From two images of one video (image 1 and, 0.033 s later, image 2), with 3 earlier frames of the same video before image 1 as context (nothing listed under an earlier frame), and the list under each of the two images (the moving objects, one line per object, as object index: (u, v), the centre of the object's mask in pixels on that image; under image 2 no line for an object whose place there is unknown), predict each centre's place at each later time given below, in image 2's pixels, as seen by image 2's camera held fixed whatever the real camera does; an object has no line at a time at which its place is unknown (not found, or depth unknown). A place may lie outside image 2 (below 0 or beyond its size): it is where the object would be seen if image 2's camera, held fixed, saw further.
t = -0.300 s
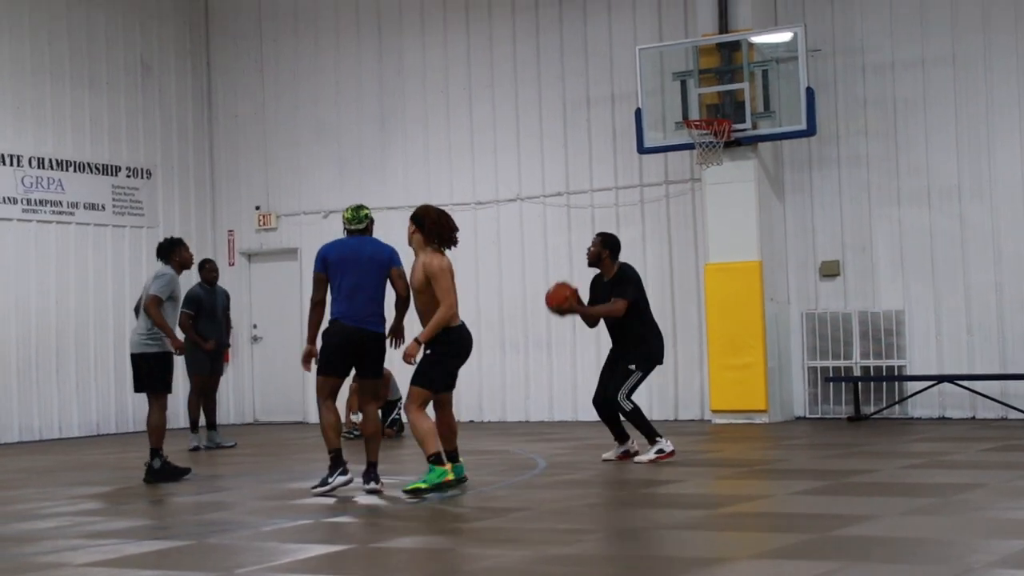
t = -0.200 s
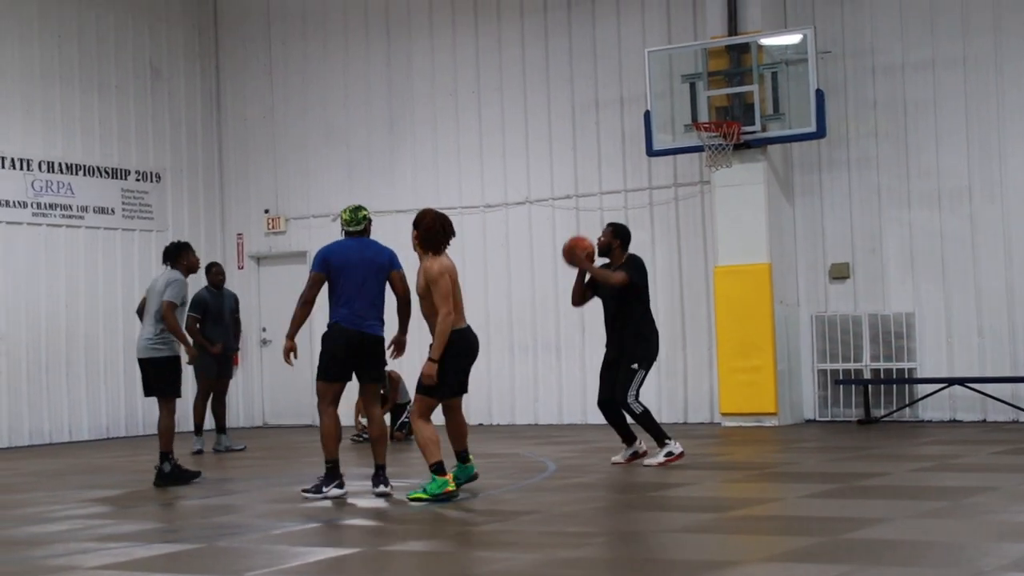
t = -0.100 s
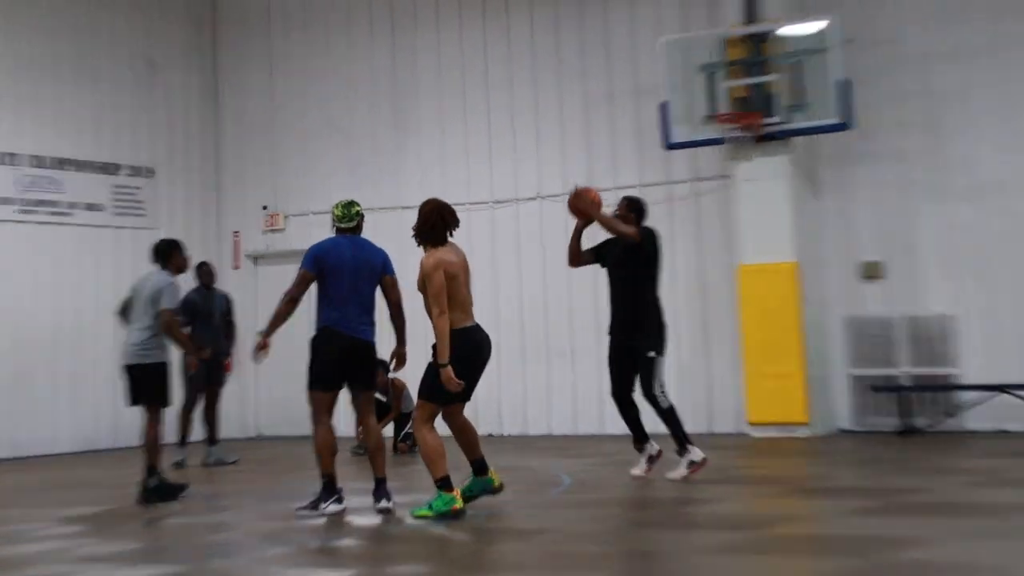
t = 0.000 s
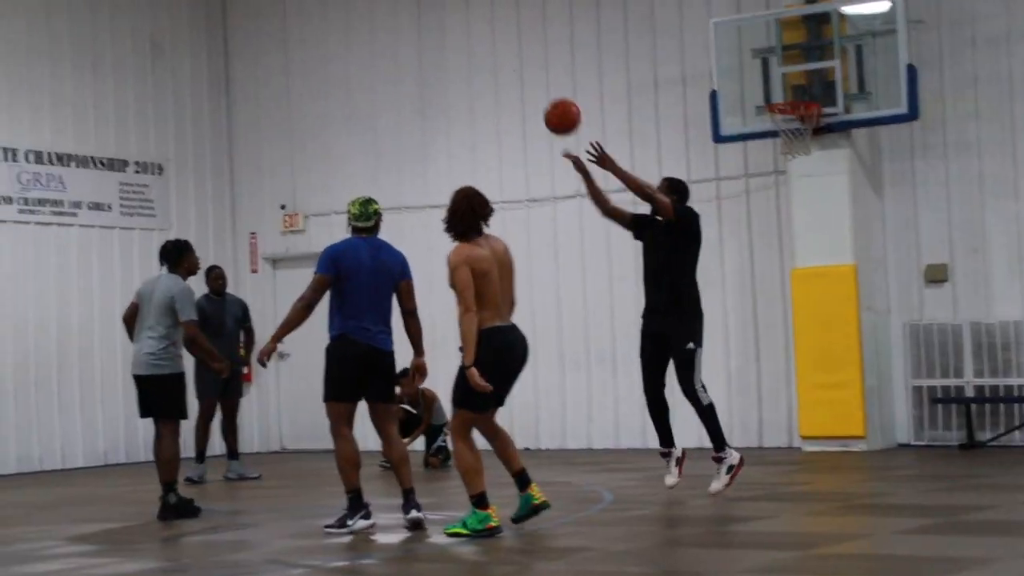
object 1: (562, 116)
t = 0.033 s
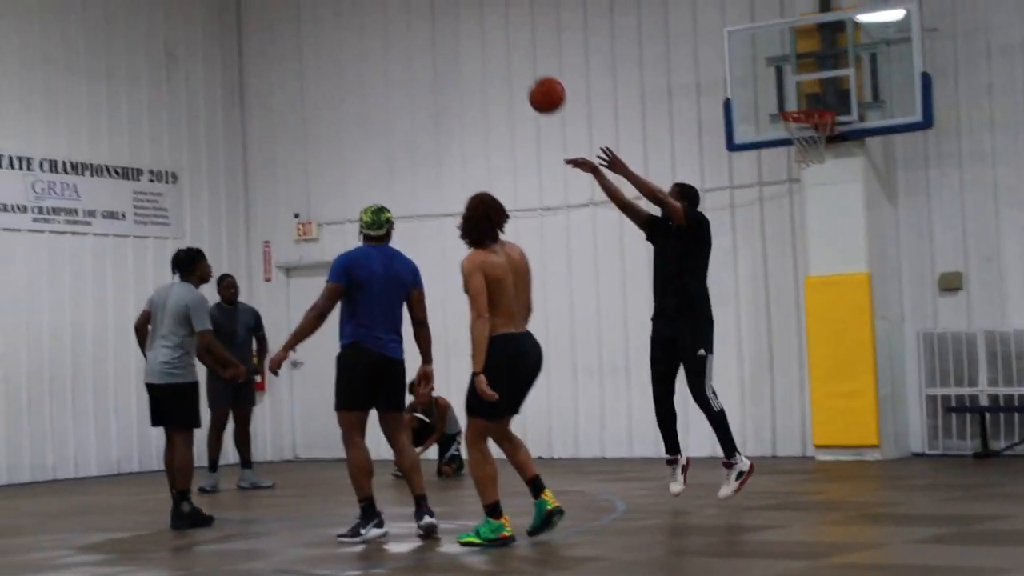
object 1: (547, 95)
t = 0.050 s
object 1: (530, 81)
